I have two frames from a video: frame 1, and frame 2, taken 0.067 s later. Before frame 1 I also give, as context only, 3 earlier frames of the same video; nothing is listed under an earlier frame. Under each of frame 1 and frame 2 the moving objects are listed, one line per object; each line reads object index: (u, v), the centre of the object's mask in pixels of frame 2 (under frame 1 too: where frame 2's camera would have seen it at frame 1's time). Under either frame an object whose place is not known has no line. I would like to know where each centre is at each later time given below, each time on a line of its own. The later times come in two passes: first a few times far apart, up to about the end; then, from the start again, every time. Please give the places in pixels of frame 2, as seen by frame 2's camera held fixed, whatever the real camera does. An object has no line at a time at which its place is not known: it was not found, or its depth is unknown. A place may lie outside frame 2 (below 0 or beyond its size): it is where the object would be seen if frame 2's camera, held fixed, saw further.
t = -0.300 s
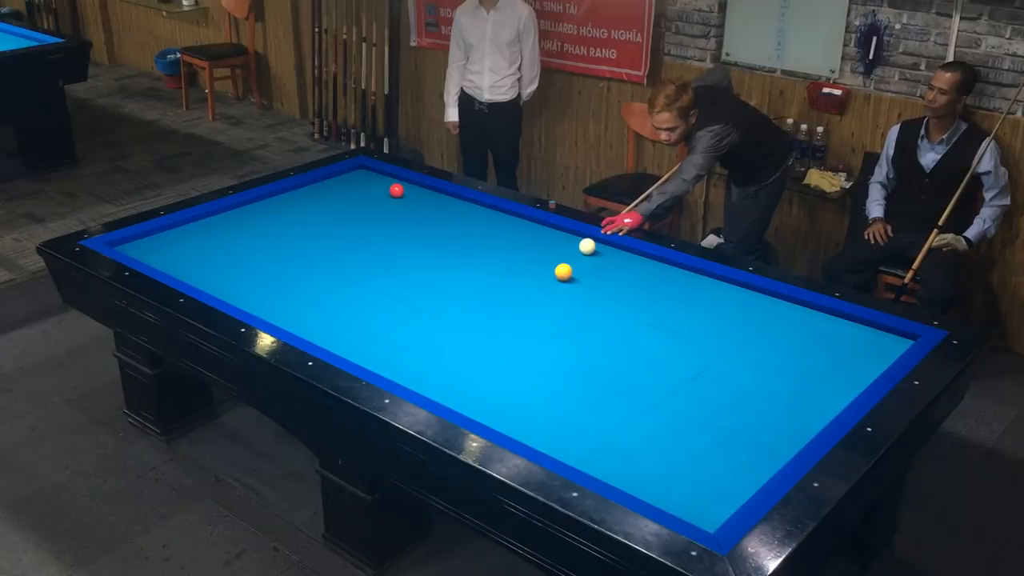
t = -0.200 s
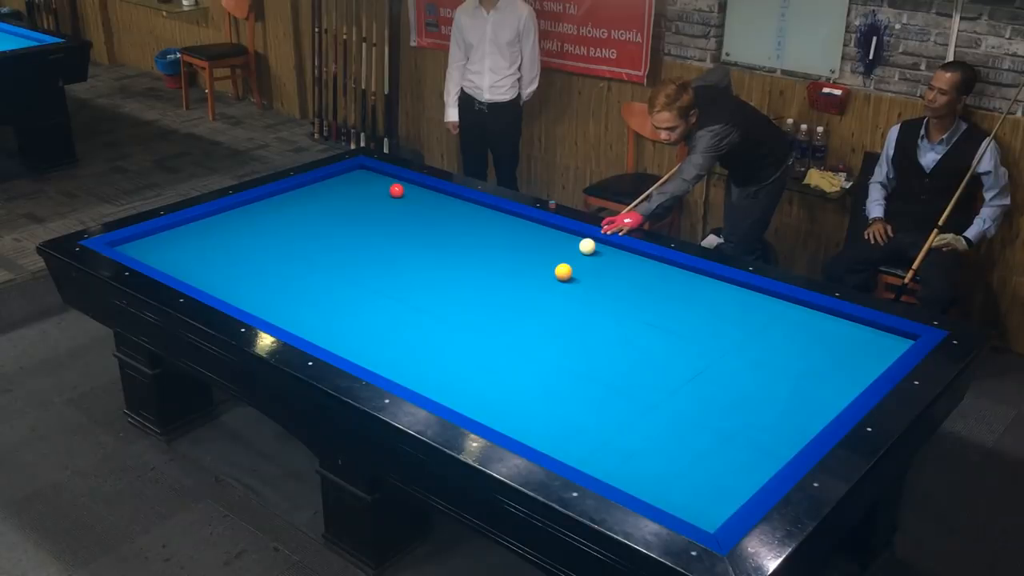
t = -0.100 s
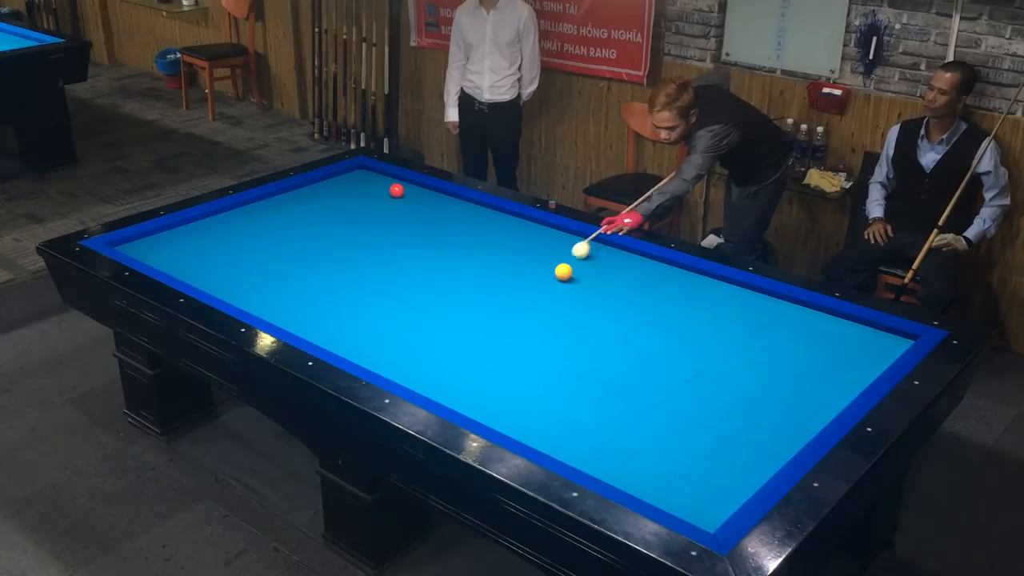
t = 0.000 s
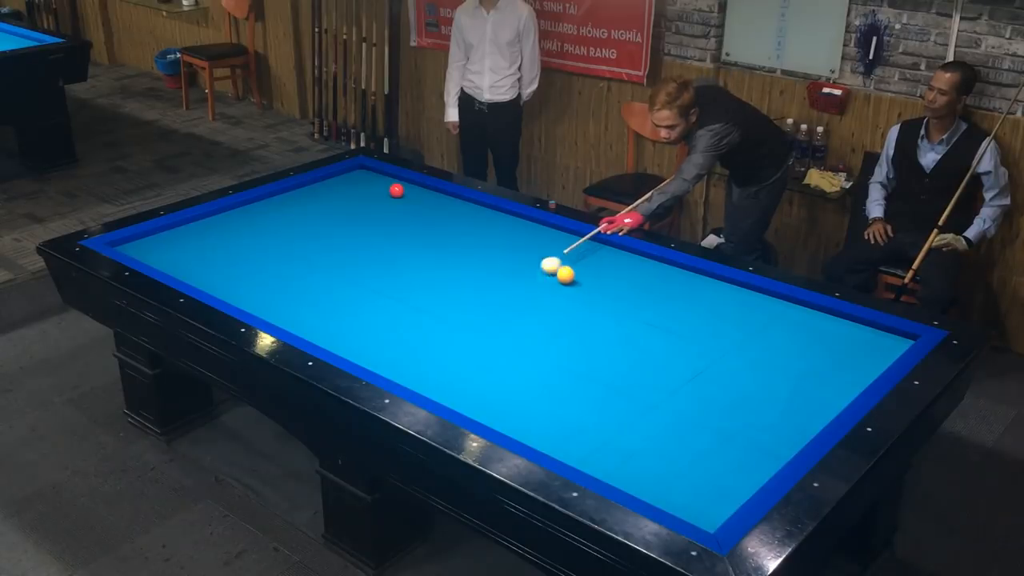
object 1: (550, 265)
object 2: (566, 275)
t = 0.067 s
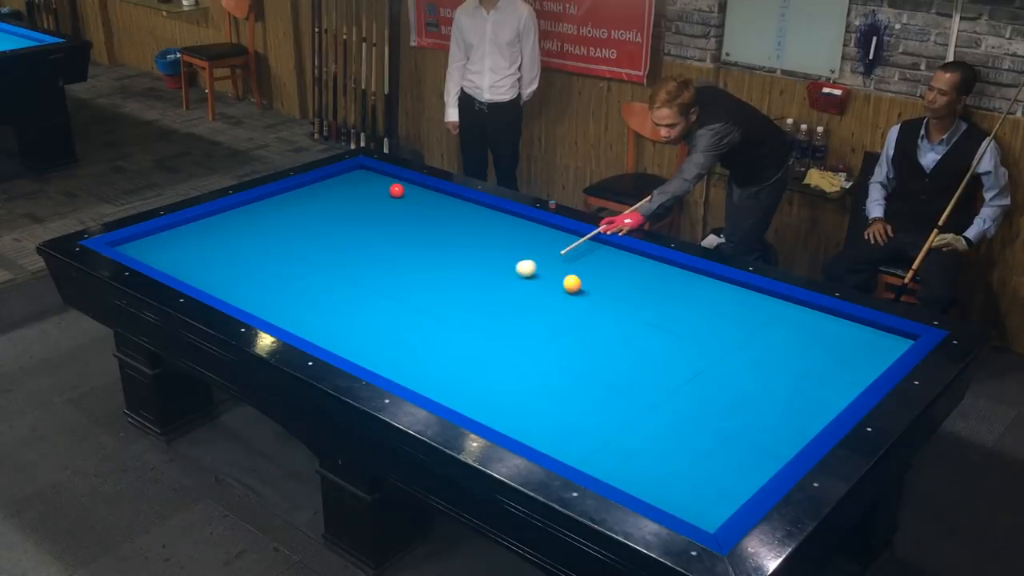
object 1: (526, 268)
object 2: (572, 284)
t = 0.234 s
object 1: (464, 278)
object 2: (585, 303)
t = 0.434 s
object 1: (388, 291)
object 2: (601, 326)
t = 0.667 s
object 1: (294, 308)
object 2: (622, 354)
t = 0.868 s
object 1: (266, 295)
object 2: (640, 380)
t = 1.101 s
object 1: (270, 266)
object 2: (664, 414)
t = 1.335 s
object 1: (272, 241)
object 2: (690, 451)
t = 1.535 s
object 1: (274, 221)
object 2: (715, 485)
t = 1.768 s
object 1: (276, 200)
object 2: (706, 503)
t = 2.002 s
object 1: (305, 192)
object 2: (667, 500)
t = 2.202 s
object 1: (341, 189)
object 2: (648, 489)
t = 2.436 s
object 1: (382, 186)
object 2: (633, 472)
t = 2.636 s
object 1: (412, 184)
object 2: (621, 459)
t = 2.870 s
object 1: (416, 195)
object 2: (609, 444)
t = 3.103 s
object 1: (421, 206)
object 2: (598, 431)
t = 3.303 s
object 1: (425, 216)
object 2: (589, 420)
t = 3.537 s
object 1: (430, 228)
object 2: (580, 408)
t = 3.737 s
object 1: (435, 238)
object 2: (572, 399)
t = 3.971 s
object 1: (440, 250)
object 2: (564, 389)
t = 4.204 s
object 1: (445, 263)
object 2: (557, 379)
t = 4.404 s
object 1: (450, 275)
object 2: (551, 372)
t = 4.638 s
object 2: (545, 362)
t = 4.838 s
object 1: (461, 300)
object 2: (539, 357)
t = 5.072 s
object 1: (467, 314)
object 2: (533, 350)
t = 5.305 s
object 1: (473, 329)
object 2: (528, 343)
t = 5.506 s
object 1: (478, 342)
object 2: (524, 338)
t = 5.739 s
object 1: (485, 358)
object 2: (520, 333)
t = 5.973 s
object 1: (492, 373)
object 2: (516, 328)
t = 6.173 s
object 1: (498, 387)
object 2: (513, 324)
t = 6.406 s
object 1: (505, 403)
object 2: (510, 319)
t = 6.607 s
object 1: (512, 417)
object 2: (507, 316)
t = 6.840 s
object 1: (520, 432)
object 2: (504, 312)
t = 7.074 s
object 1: (538, 438)
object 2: (502, 309)
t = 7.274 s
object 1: (554, 441)
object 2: (500, 307)
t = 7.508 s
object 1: (572, 443)
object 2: (498, 304)
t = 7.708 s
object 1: (587, 444)
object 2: (496, 302)
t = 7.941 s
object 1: (604, 446)
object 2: (495, 300)
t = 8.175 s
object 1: (620, 447)
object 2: (494, 299)
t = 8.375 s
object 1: (633, 449)
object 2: (493, 298)
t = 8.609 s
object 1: (647, 450)
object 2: (493, 297)
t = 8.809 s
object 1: (658, 451)
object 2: (493, 297)
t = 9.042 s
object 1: (671, 452)
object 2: (492, 297)
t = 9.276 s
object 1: (682, 453)
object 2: (492, 297)
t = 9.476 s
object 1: (691, 454)
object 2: (492, 297)
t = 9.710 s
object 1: (700, 455)
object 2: (492, 297)
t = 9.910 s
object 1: (708, 455)
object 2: (492, 297)
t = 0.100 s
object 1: (513, 270)
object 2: (575, 288)
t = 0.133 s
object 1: (501, 272)
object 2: (578, 292)
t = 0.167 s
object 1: (489, 274)
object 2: (580, 296)
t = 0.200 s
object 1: (477, 276)
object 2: (583, 300)
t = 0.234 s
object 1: (464, 278)
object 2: (585, 303)
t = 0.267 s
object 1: (452, 280)
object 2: (588, 307)
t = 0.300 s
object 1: (440, 283)
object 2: (590, 311)
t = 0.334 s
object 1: (427, 285)
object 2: (593, 314)
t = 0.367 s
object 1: (414, 287)
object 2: (596, 318)
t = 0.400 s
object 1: (401, 289)
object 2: (599, 322)
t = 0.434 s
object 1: (388, 291)
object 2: (601, 326)
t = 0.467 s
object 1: (375, 294)
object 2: (604, 330)
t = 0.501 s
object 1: (362, 296)
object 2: (607, 334)
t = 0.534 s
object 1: (349, 298)
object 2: (610, 338)
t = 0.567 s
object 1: (335, 301)
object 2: (613, 342)
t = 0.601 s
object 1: (322, 303)
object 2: (615, 346)
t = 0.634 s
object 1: (308, 305)
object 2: (618, 350)
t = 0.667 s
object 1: (294, 308)
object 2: (622, 354)
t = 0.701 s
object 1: (280, 310)
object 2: (625, 358)
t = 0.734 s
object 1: (267, 311)
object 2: (628, 363)
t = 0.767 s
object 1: (261, 310)
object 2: (631, 367)
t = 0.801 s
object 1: (263, 305)
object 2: (634, 371)
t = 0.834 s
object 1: (265, 300)
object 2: (637, 376)
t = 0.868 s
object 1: (266, 295)
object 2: (640, 380)
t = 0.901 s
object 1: (267, 290)
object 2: (643, 385)
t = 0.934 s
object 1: (268, 286)
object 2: (647, 390)
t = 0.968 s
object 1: (268, 282)
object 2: (650, 394)
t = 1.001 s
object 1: (269, 278)
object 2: (653, 399)
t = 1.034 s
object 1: (269, 274)
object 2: (657, 404)
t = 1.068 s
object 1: (269, 270)
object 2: (660, 409)
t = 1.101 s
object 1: (270, 266)
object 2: (664, 414)
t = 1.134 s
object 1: (270, 262)
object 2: (668, 419)
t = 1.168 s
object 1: (270, 258)
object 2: (671, 424)
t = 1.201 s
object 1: (271, 255)
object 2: (675, 429)
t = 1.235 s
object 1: (271, 251)
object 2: (679, 435)
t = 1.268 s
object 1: (271, 247)
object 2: (682, 440)
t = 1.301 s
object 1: (272, 244)
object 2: (686, 445)
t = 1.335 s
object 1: (272, 241)
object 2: (690, 451)
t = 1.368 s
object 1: (272, 237)
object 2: (694, 456)
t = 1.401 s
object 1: (273, 234)
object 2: (698, 462)
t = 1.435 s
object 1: (273, 230)
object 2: (702, 468)
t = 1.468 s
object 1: (273, 227)
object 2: (706, 473)
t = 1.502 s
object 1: (274, 224)
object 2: (711, 479)
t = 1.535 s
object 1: (274, 221)
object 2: (715, 485)
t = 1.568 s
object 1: (274, 218)
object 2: (719, 491)
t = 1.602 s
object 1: (275, 215)
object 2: (724, 497)
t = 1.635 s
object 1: (275, 212)
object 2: (727, 502)
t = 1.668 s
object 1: (275, 209)
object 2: (724, 504)
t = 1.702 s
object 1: (276, 206)
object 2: (718, 504)
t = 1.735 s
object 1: (276, 203)
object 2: (712, 504)
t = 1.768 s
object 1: (276, 200)
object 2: (706, 503)
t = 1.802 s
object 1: (277, 198)
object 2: (700, 503)
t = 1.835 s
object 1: (277, 195)
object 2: (694, 503)
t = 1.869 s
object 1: (279, 193)
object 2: (689, 503)
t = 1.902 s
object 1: (286, 193)
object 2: (683, 502)
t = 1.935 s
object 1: (292, 192)
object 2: (677, 502)
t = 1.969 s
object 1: (299, 192)
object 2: (672, 501)
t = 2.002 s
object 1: (305, 192)
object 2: (667, 500)
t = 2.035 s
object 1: (311, 191)
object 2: (661, 499)
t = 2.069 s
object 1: (317, 190)
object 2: (658, 497)
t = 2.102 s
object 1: (323, 190)
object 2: (655, 495)
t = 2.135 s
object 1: (329, 189)
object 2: (653, 493)
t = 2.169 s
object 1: (335, 189)
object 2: (650, 491)
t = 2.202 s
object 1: (341, 189)
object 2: (648, 489)
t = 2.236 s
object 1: (347, 188)
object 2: (646, 486)
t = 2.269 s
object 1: (353, 188)
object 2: (643, 484)
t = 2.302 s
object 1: (359, 187)
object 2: (641, 482)
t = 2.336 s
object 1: (365, 187)
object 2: (639, 480)
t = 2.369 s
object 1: (370, 186)
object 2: (637, 477)
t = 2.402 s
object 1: (376, 186)
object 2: (635, 475)
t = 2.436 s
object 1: (382, 186)
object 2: (633, 472)
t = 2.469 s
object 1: (386, 184)
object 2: (630, 470)
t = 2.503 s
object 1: (392, 183)
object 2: (628, 468)
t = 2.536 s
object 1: (400, 182)
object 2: (627, 465)
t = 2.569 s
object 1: (406, 183)
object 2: (625, 463)
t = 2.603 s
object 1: (410, 183)
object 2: (623, 461)
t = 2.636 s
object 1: (412, 184)
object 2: (621, 459)
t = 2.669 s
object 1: (413, 186)
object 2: (619, 457)
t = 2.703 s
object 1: (413, 187)
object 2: (617, 454)
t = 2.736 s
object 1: (414, 189)
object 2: (616, 452)
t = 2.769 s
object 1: (414, 190)
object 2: (614, 450)
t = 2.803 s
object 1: (415, 192)
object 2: (612, 448)
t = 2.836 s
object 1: (416, 193)
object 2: (610, 446)
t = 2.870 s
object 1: (416, 195)
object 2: (609, 444)
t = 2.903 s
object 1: (417, 197)
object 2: (607, 442)
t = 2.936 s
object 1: (418, 198)
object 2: (605, 440)
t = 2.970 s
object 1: (418, 200)
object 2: (604, 438)
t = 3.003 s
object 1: (419, 201)
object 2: (602, 436)
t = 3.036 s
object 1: (420, 203)
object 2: (601, 435)
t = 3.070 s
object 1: (420, 205)
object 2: (599, 433)
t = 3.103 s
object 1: (421, 206)
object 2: (598, 431)
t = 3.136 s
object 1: (422, 208)
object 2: (596, 429)
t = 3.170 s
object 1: (423, 209)
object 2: (595, 427)
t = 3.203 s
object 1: (423, 211)
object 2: (593, 425)
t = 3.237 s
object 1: (424, 213)
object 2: (592, 423)
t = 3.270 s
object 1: (425, 214)
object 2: (590, 422)
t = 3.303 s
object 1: (425, 216)
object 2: (589, 420)
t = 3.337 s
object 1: (426, 218)
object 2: (587, 418)
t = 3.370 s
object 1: (427, 219)
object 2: (586, 416)
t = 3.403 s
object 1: (427, 221)
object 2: (585, 415)
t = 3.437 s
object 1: (428, 223)
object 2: (583, 413)
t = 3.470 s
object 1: (429, 224)
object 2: (582, 411)
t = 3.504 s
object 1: (430, 226)
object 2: (581, 410)
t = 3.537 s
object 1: (430, 228)
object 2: (580, 408)
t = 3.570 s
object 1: (431, 229)
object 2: (578, 407)
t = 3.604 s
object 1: (432, 231)
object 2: (577, 405)
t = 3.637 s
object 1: (432, 233)
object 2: (576, 403)
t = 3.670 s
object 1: (433, 235)
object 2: (575, 402)
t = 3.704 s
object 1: (434, 236)
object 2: (573, 400)
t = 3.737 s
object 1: (435, 238)
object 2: (572, 399)
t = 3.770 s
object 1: (435, 240)
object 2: (571, 397)
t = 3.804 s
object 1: (436, 241)
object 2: (570, 396)
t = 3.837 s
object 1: (437, 243)
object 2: (569, 395)
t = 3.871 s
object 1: (438, 245)
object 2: (568, 393)
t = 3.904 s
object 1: (438, 247)
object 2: (567, 392)
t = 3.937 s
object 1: (439, 249)
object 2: (565, 390)
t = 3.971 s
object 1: (440, 250)
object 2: (564, 389)
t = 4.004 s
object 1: (441, 252)
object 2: (563, 387)
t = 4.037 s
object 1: (441, 254)
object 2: (562, 386)
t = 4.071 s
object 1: (442, 256)
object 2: (561, 385)
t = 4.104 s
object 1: (443, 258)
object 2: (560, 383)
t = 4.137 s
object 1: (444, 260)
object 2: (559, 382)
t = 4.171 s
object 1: (444, 261)
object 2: (558, 381)
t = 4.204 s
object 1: (445, 263)
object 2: (557, 379)
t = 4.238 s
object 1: (446, 265)
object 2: (556, 378)
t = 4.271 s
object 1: (447, 267)
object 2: (555, 377)
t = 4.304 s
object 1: (448, 269)
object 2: (554, 375)
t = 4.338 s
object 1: (448, 271)
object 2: (553, 374)
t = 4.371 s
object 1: (449, 273)
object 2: (552, 373)
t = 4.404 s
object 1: (450, 275)
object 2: (551, 372)
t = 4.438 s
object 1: (451, 277)
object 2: (547, 370)
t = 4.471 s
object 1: (451, 278)
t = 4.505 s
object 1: (452, 280)
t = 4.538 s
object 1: (453, 282)
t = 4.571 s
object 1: (454, 284)
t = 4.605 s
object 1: (453, 285)
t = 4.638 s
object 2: (545, 362)
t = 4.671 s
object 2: (543, 358)
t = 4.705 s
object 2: (543, 358)
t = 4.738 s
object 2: (542, 360)
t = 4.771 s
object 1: (460, 296)
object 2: (541, 359)
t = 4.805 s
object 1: (460, 298)
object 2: (540, 358)
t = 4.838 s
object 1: (461, 300)
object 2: (539, 357)
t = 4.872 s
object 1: (462, 302)
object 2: (538, 356)
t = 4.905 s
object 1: (462, 304)
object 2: (537, 355)
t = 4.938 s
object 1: (463, 306)
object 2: (536, 354)
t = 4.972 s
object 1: (464, 308)
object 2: (535, 353)
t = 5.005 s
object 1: (465, 310)
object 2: (535, 352)
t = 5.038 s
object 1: (466, 312)
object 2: (534, 351)
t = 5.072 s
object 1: (467, 314)
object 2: (533, 350)
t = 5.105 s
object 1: (468, 316)
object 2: (532, 349)
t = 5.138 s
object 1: (468, 319)
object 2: (531, 348)
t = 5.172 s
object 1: (469, 321)
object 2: (531, 347)
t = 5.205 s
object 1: (470, 323)
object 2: (530, 346)
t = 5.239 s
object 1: (471, 325)
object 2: (529, 345)
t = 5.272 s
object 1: (472, 327)
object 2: (528, 344)
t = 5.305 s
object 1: (473, 329)
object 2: (528, 343)
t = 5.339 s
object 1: (474, 331)
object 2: (527, 343)
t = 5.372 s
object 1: (475, 333)
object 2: (526, 342)
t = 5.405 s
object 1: (476, 335)
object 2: (526, 341)
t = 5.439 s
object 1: (477, 338)
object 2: (525, 340)
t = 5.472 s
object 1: (478, 340)
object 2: (525, 339)
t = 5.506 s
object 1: (478, 342)
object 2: (524, 338)
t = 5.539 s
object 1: (479, 344)
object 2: (523, 338)
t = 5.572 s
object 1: (480, 346)
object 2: (523, 337)
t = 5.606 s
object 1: (481, 348)
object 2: (522, 336)
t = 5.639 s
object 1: (482, 351)
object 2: (522, 335)
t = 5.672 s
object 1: (483, 353)
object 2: (521, 335)
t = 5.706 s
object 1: (484, 355)
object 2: (520, 334)
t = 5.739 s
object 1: (485, 358)
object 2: (520, 333)
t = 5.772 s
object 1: (486, 360)
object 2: (519, 332)
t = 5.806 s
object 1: (487, 362)
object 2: (519, 331)
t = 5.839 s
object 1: (488, 364)
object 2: (518, 330)
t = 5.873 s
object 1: (489, 366)
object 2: (517, 330)
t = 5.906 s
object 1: (490, 368)
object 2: (517, 329)
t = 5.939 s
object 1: (491, 371)
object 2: (516, 328)
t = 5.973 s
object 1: (492, 373)
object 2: (516, 328)
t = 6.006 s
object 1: (493, 375)
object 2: (515, 327)
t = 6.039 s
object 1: (494, 378)
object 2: (515, 326)
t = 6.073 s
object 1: (495, 380)
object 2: (514, 326)
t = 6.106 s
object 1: (496, 382)
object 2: (514, 325)
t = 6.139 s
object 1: (497, 385)
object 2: (513, 324)
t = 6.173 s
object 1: (498, 387)
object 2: (513, 324)
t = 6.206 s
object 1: (499, 389)
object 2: (512, 323)
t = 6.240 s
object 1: (500, 392)
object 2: (512, 322)
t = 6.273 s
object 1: (501, 394)
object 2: (511, 322)
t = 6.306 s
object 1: (502, 396)
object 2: (511, 321)
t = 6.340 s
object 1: (503, 399)
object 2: (511, 321)
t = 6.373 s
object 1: (504, 401)
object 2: (510, 320)
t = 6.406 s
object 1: (505, 403)
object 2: (510, 319)
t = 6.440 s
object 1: (506, 406)
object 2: (509, 319)
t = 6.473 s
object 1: (507, 408)
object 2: (509, 318)
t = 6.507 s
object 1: (508, 410)
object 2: (508, 317)
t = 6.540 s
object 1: (510, 413)
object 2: (508, 317)
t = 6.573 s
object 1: (510, 415)
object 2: (507, 316)
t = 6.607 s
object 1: (512, 417)
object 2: (507, 316)
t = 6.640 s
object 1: (513, 420)
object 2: (507, 315)
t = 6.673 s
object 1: (514, 422)
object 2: (506, 315)
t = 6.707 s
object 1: (515, 424)
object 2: (506, 314)
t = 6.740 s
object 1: (516, 426)
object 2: (505, 314)
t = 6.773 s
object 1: (517, 428)
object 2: (505, 313)
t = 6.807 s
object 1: (519, 430)
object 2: (504, 313)
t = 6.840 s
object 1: (520, 432)
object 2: (504, 312)
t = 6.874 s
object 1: (521, 433)
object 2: (504, 312)
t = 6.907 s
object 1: (524, 434)
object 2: (503, 311)
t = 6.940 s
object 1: (527, 435)
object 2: (503, 311)
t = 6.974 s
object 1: (529, 436)
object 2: (503, 310)
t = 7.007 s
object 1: (532, 436)
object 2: (502, 310)
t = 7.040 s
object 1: (535, 437)
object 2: (502, 310)
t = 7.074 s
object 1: (538, 438)
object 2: (502, 309)
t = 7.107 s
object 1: (540, 438)
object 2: (501, 309)
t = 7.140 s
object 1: (543, 439)
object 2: (501, 308)
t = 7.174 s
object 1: (546, 439)
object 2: (501, 308)
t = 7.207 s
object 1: (548, 440)
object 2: (500, 307)
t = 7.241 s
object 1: (551, 440)
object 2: (500, 307)
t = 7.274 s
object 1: (554, 441)
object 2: (500, 307)
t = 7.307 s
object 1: (556, 441)
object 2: (499, 306)
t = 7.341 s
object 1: (559, 441)
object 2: (499, 306)
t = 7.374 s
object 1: (562, 441)
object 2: (499, 305)
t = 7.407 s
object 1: (564, 442)
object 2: (499, 305)
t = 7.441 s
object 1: (567, 442)
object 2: (498, 305)
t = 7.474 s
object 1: (570, 442)
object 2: (498, 305)
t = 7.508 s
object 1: (572, 443)
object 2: (498, 304)
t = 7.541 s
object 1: (575, 443)
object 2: (497, 304)
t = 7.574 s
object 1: (577, 443)
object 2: (497, 304)
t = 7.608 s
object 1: (580, 443)
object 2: (497, 303)
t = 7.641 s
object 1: (582, 444)
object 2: (497, 303)
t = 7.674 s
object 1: (585, 444)
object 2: (497, 303)
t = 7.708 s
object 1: (587, 444)
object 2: (496, 302)
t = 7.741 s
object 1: (590, 444)
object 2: (496, 302)
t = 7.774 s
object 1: (592, 445)
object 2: (496, 302)
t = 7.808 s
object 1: (595, 445)
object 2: (496, 301)
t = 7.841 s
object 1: (597, 445)
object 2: (496, 301)
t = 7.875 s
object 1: (599, 446)
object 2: (496, 301)
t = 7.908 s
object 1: (602, 446)
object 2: (495, 301)
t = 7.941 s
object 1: (604, 446)
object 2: (495, 300)
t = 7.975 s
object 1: (607, 446)
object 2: (495, 300)
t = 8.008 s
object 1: (609, 447)
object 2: (495, 300)
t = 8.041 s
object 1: (611, 447)
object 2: (495, 300)
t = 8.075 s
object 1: (614, 447)
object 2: (494, 300)
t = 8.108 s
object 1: (616, 447)
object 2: (494, 299)
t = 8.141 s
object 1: (618, 447)
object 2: (494, 299)
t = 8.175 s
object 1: (620, 447)
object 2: (494, 299)
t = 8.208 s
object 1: (622, 448)
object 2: (494, 299)
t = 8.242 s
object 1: (624, 448)
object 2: (494, 299)
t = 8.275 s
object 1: (626, 449)
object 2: (494, 298)
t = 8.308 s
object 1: (629, 448)
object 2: (493, 298)
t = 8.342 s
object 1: (631, 449)
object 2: (493, 298)
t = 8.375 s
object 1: (633, 449)
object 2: (493, 298)
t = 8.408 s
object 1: (635, 449)
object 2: (493, 298)
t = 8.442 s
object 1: (637, 450)
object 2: (493, 298)
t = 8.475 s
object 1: (639, 449)
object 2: (493, 298)
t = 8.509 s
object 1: (641, 450)
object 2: (493, 297)
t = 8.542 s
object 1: (643, 450)
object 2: (493, 297)
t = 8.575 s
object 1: (645, 450)
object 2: (493, 297)
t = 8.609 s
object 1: (647, 450)
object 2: (493, 297)
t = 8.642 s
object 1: (649, 450)
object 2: (493, 297)
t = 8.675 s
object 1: (651, 450)
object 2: (493, 297)
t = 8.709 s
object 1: (653, 451)
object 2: (493, 297)
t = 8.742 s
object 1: (655, 451)
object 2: (493, 297)
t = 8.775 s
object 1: (656, 451)
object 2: (493, 297)
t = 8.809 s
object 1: (658, 451)
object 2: (493, 297)
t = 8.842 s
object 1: (660, 451)
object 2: (493, 297)
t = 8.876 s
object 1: (662, 451)
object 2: (492, 297)
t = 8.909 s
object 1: (664, 452)
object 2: (492, 297)
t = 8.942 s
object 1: (666, 452)
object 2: (492, 297)
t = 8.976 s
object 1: (667, 452)
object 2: (492, 297)
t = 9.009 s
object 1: (669, 452)
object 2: (492, 297)
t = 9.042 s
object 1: (671, 452)
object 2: (492, 297)
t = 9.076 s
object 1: (672, 453)
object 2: (492, 297)
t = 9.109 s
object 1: (674, 453)
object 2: (492, 297)
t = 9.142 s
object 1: (676, 453)
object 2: (492, 296)
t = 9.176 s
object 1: (677, 453)
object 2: (492, 296)
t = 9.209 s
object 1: (679, 453)
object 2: (492, 296)
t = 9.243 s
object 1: (681, 453)
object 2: (492, 296)
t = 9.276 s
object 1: (682, 453)
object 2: (492, 297)
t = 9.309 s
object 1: (684, 453)
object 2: (492, 297)
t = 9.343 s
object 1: (685, 454)
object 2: (492, 297)
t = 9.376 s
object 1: (687, 454)
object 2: (492, 297)
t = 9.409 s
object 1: (688, 454)
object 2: (492, 297)
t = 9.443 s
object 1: (690, 454)
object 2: (492, 297)
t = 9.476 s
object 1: (691, 454)
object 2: (492, 297)
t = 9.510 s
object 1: (693, 454)
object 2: (492, 297)
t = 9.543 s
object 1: (694, 454)
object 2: (492, 297)
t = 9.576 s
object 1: (695, 454)
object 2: (492, 297)
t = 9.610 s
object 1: (697, 454)
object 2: (492, 297)
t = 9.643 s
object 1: (698, 454)
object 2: (492, 297)
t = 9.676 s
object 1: (699, 455)
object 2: (492, 297)
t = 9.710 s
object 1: (700, 455)
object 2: (492, 297)
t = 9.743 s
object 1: (702, 455)
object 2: (492, 297)
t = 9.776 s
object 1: (703, 455)
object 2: (492, 297)
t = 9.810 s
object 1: (704, 455)
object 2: (492, 297)
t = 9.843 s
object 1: (705, 455)
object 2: (492, 297)
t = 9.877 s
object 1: (706, 455)
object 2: (492, 297)
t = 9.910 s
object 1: (708, 455)
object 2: (492, 297)
